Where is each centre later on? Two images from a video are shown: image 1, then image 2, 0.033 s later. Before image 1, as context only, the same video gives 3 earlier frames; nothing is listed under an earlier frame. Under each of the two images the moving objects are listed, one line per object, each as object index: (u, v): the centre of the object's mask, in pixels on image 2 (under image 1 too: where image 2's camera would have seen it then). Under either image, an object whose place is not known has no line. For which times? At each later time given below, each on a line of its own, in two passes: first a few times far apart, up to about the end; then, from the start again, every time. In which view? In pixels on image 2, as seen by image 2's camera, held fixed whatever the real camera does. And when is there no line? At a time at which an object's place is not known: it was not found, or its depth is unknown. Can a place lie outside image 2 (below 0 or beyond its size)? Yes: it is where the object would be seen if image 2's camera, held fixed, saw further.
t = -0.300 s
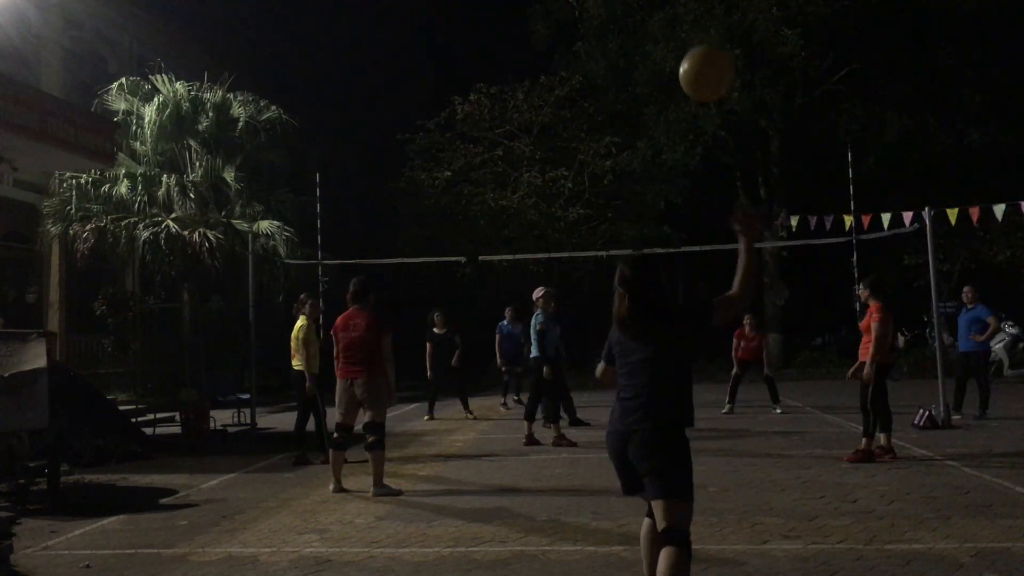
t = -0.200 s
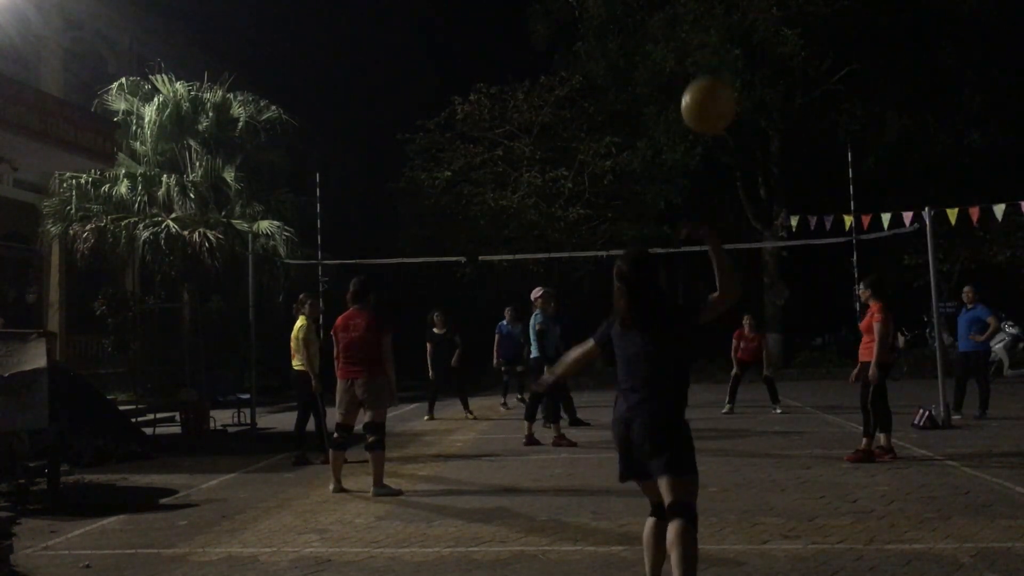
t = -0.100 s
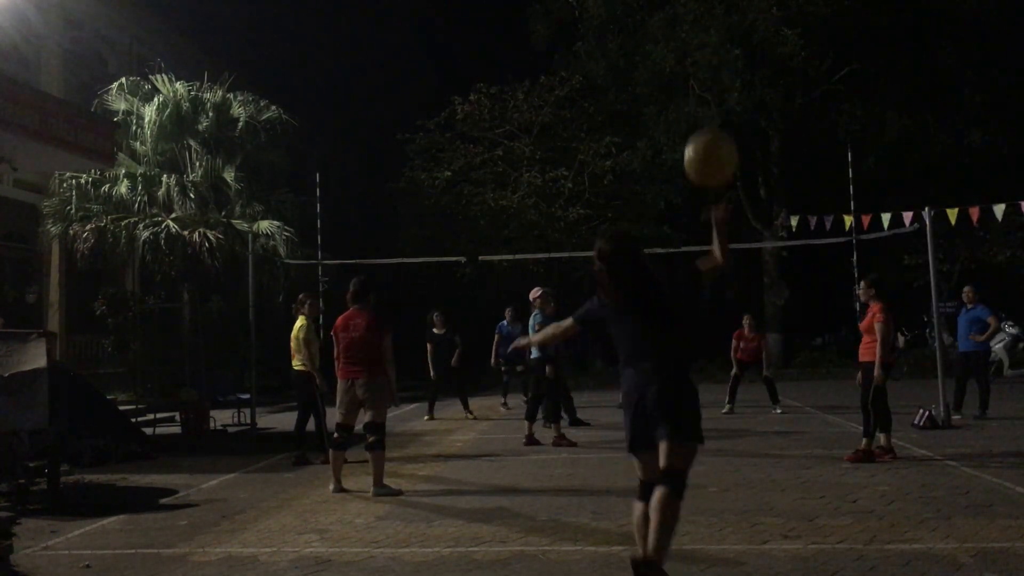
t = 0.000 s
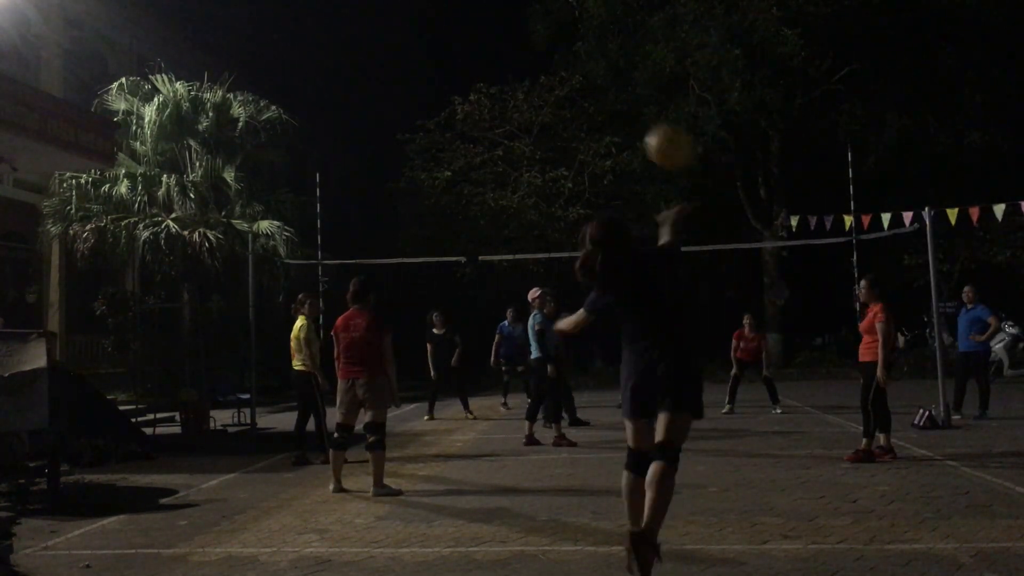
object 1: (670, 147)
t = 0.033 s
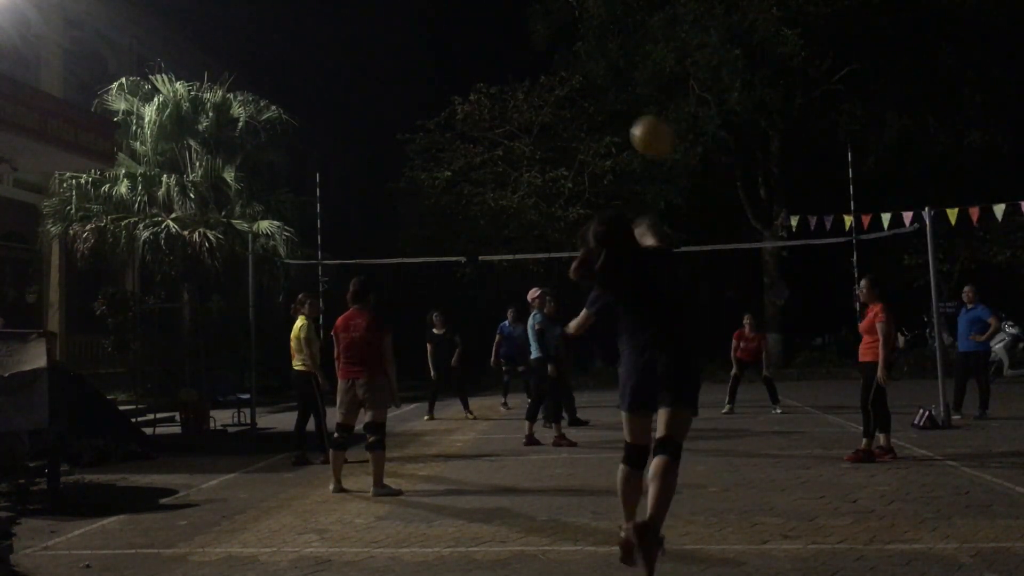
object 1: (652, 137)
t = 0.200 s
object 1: (605, 135)
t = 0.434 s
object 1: (575, 171)
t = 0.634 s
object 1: (565, 220)
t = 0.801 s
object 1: (557, 274)
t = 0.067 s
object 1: (639, 130)
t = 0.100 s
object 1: (627, 128)
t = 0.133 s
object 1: (619, 129)
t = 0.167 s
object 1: (611, 131)
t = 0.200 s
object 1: (605, 135)
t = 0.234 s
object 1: (598, 138)
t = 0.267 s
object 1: (593, 142)
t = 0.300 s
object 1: (589, 147)
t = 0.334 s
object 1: (584, 152)
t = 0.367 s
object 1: (581, 157)
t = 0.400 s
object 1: (578, 164)
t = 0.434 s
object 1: (575, 171)
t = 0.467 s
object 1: (573, 178)
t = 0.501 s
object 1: (571, 185)
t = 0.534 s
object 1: (569, 193)
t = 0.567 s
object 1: (568, 203)
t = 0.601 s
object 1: (567, 211)
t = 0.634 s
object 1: (565, 220)
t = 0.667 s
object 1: (563, 231)
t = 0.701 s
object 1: (561, 241)
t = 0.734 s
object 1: (560, 251)
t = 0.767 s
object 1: (559, 264)
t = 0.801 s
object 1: (557, 274)
